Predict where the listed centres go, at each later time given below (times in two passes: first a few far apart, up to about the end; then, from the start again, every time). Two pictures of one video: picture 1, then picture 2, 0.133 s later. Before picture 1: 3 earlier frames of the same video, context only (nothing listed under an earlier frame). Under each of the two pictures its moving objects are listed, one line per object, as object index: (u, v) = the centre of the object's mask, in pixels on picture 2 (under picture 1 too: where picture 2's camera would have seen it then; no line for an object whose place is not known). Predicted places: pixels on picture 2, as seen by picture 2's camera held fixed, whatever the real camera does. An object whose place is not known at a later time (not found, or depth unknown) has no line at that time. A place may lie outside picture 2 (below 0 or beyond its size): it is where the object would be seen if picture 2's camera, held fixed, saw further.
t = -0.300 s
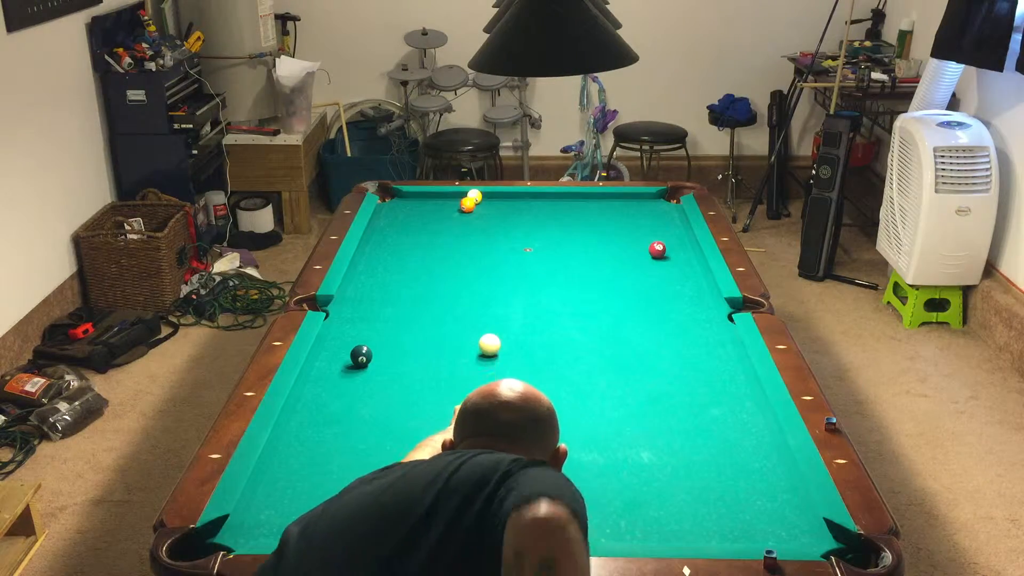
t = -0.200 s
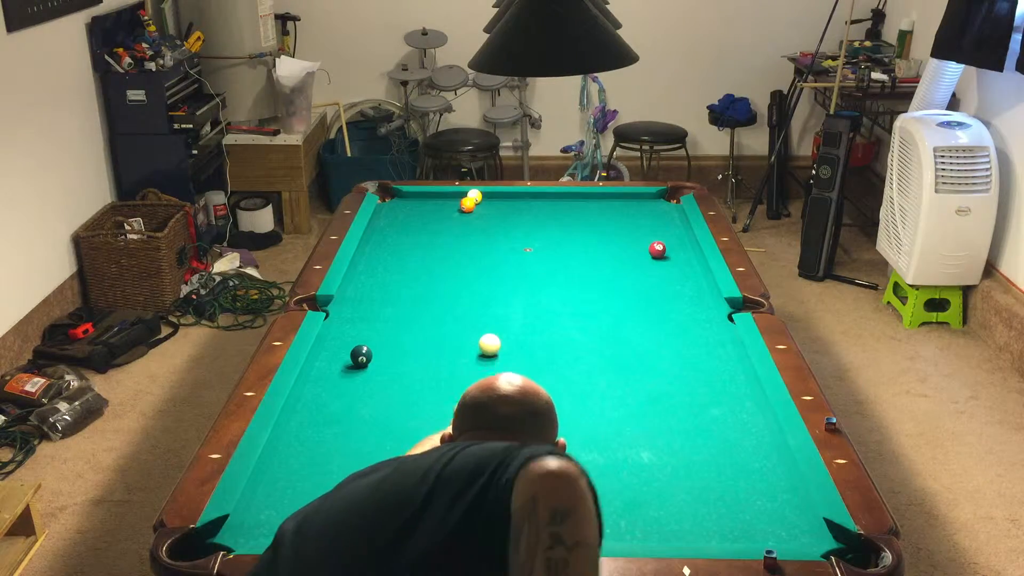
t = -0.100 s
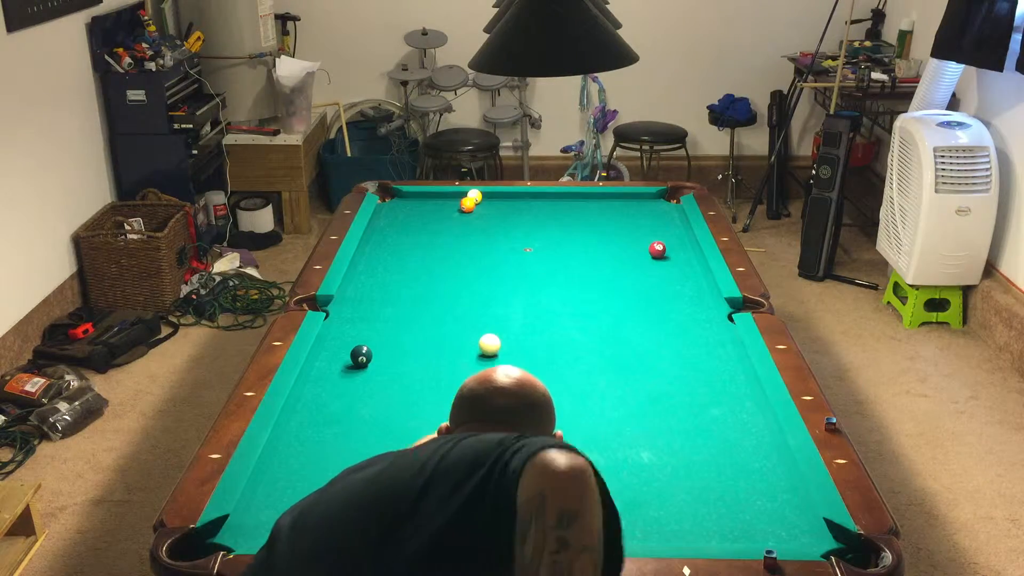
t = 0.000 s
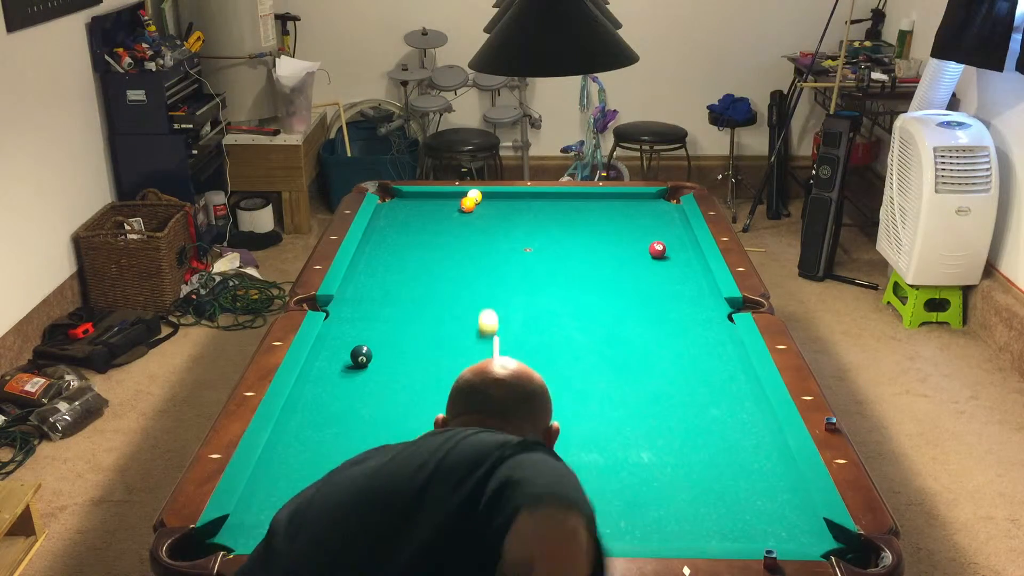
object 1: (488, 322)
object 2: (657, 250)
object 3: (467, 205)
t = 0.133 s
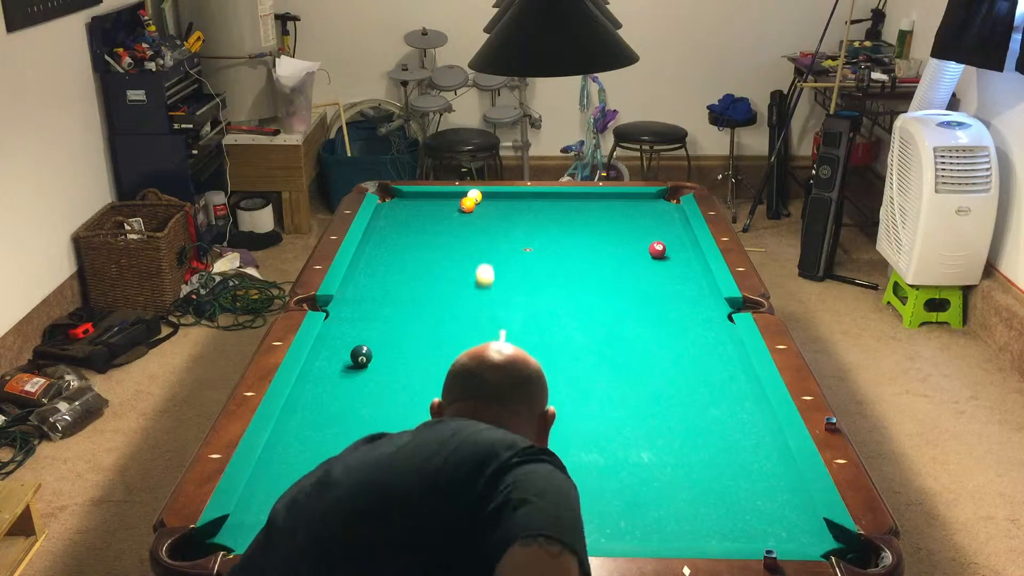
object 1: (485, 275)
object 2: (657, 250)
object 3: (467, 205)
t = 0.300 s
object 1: (482, 235)
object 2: (657, 250)
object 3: (467, 205)
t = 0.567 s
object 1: (491, 197)
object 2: (657, 250)
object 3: (459, 204)
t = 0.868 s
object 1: (549, 215)
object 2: (657, 250)
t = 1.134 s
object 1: (608, 236)
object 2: (657, 250)
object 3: (413, 199)
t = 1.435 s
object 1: (642, 259)
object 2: (690, 253)
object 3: (388, 198)
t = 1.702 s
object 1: (650, 277)
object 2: (670, 256)
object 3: (391, 196)
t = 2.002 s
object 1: (660, 300)
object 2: (639, 259)
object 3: (397, 194)
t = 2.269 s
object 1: (669, 320)
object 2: (614, 262)
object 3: (396, 194)
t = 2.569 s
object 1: (680, 345)
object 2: (588, 265)
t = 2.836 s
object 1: (691, 368)
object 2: (567, 267)
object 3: (395, 194)
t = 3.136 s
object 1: (704, 394)
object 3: (395, 194)
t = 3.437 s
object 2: (526, 272)
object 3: (395, 194)
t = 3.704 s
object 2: (511, 274)
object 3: (396, 194)
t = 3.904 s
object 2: (500, 275)
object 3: (395, 194)
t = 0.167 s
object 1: (484, 265)
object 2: (657, 250)
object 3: (467, 205)
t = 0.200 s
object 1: (484, 257)
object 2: (657, 250)
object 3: (467, 205)
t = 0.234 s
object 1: (483, 249)
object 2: (657, 250)
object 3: (467, 205)
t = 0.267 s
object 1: (483, 242)
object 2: (657, 250)
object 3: (467, 205)
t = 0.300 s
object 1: (482, 235)
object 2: (657, 250)
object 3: (467, 205)
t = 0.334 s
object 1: (482, 229)
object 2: (657, 250)
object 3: (467, 205)
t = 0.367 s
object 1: (482, 224)
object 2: (657, 250)
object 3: (467, 205)
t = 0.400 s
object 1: (482, 219)
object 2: (657, 250)
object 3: (467, 205)
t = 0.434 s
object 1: (482, 214)
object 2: (657, 250)
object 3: (467, 205)
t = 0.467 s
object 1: (482, 210)
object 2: (657, 250)
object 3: (467, 205)
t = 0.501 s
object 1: (483, 205)
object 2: (657, 250)
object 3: (466, 204)
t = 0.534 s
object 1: (487, 201)
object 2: (657, 250)
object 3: (462, 204)
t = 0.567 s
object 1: (491, 197)
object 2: (657, 250)
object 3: (459, 204)
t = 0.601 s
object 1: (495, 195)
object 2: (657, 250)
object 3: (456, 204)
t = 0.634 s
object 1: (502, 198)
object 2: (657, 250)
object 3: (453, 204)
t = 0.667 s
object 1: (509, 200)
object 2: (657, 250)
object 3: (450, 203)
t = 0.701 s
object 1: (515, 203)
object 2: (657, 250)
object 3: (447, 201)
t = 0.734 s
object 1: (522, 205)
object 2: (657, 250)
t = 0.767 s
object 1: (529, 208)
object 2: (657, 250)
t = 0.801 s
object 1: (535, 210)
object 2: (657, 250)
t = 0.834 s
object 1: (542, 213)
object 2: (657, 250)
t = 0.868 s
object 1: (549, 215)
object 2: (657, 250)
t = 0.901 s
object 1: (556, 218)
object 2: (657, 250)
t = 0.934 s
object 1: (563, 220)
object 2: (657, 250)
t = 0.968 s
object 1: (570, 223)
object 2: (657, 250)
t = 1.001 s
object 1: (578, 225)
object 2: (657, 250)
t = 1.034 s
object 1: (585, 228)
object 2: (657, 250)
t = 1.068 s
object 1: (593, 231)
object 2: (657, 250)
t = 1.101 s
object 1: (600, 233)
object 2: (657, 250)
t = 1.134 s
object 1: (608, 236)
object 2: (657, 250)
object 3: (413, 199)
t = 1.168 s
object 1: (616, 239)
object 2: (657, 250)
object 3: (408, 199)
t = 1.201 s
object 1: (623, 242)
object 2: (657, 250)
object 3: (404, 199)
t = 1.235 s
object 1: (631, 244)
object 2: (657, 250)
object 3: (402, 199)
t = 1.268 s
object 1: (638, 247)
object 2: (658, 250)
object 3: (400, 199)
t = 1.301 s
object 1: (639, 250)
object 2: (665, 251)
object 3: (397, 199)
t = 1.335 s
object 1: (640, 252)
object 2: (673, 251)
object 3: (395, 199)
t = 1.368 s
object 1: (640, 254)
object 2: (679, 252)
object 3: (393, 199)
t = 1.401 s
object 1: (641, 256)
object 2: (684, 253)
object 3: (390, 199)
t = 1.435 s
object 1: (642, 259)
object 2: (690, 253)
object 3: (388, 198)
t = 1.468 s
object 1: (643, 261)
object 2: (694, 254)
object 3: (387, 198)
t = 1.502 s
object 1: (644, 263)
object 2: (691, 254)
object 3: (387, 198)
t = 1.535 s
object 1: (645, 266)
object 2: (687, 254)
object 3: (388, 198)
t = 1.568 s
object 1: (646, 268)
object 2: (684, 255)
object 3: (388, 197)
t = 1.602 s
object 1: (647, 270)
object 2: (680, 255)
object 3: (389, 197)
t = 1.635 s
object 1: (648, 273)
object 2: (677, 256)
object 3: (389, 197)
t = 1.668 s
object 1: (649, 275)
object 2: (673, 256)
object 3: (390, 196)
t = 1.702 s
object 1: (650, 277)
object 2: (670, 256)
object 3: (391, 196)
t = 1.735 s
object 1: (651, 280)
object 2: (666, 256)
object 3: (392, 196)
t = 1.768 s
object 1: (652, 282)
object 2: (663, 257)
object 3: (393, 196)
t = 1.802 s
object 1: (653, 284)
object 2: (659, 257)
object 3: (393, 196)
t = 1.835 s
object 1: (655, 287)
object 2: (656, 258)
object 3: (393, 195)
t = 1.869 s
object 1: (656, 290)
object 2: (653, 258)
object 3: (394, 195)
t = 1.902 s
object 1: (657, 292)
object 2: (649, 258)
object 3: (395, 195)
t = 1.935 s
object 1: (658, 295)
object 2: (646, 259)
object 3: (395, 195)
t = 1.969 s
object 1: (659, 297)
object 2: (643, 259)
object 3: (396, 194)
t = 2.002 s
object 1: (660, 300)
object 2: (639, 259)
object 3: (397, 194)
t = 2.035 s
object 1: (661, 302)
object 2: (636, 260)
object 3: (397, 194)
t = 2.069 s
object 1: (662, 305)
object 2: (633, 260)
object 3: (397, 194)
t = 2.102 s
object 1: (663, 307)
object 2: (630, 260)
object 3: (397, 194)
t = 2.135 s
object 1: (665, 310)
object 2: (627, 261)
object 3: (397, 194)
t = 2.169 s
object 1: (666, 312)
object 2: (623, 261)
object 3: (397, 194)
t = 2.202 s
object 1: (667, 315)
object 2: (620, 261)
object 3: (397, 194)
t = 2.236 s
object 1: (668, 318)
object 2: (617, 262)
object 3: (396, 194)
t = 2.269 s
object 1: (669, 320)
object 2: (614, 262)
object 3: (396, 194)
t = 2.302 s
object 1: (671, 323)
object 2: (611, 262)
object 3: (396, 194)
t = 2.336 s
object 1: (672, 325)
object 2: (608, 263)
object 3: (396, 194)
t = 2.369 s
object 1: (673, 328)
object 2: (605, 263)
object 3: (396, 194)
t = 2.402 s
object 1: (674, 331)
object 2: (602, 263)
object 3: (396, 194)
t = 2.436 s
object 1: (675, 334)
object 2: (599, 263)
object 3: (396, 194)
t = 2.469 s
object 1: (676, 336)
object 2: (597, 264)
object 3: (398, 195)
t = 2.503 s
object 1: (678, 339)
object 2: (594, 264)
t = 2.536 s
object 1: (679, 342)
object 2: (591, 264)
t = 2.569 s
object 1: (680, 345)
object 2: (588, 265)
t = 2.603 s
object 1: (681, 347)
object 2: (585, 265)
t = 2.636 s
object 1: (683, 350)
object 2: (582, 265)
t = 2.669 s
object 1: (684, 353)
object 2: (580, 266)
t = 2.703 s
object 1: (685, 356)
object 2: (577, 266)
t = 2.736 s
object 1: (687, 359)
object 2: (575, 266)
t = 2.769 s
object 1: (688, 362)
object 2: (572, 267)
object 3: (395, 194)
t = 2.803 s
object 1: (689, 365)
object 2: (569, 267)
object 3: (395, 194)
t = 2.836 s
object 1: (691, 368)
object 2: (567, 267)
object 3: (395, 194)
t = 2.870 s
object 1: (692, 371)
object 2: (567, 268)
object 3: (395, 194)
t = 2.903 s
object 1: (694, 374)
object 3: (395, 194)
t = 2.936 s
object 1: (695, 377)
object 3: (395, 194)
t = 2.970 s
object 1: (696, 380)
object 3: (395, 194)
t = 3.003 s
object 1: (698, 382)
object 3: (395, 194)
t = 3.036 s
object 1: (699, 385)
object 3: (395, 194)
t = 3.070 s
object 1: (700, 388)
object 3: (395, 194)
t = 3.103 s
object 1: (702, 391)
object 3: (395, 194)
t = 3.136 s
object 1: (704, 394)
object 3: (395, 194)
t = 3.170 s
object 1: (707, 395)
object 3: (395, 194)
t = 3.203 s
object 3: (395, 194)
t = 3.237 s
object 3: (396, 194)
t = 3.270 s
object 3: (395, 194)
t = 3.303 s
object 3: (396, 194)
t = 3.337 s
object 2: (531, 268)
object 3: (395, 194)
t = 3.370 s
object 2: (530, 271)
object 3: (396, 194)
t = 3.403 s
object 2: (528, 271)
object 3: (396, 194)
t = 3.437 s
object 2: (526, 272)
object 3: (395, 194)
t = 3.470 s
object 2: (524, 272)
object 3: (395, 194)
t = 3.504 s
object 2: (522, 272)
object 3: (395, 194)
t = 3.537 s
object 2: (520, 272)
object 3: (395, 194)
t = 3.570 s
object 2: (518, 273)
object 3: (395, 194)
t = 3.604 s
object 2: (516, 273)
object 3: (395, 194)
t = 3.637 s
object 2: (514, 273)
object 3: (396, 194)
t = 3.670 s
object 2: (512, 273)
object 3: (396, 194)
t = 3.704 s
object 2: (511, 274)
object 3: (396, 194)
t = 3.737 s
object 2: (509, 274)
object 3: (395, 194)
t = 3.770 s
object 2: (507, 274)
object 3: (395, 194)
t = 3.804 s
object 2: (505, 274)
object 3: (395, 194)
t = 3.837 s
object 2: (504, 275)
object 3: (395, 194)
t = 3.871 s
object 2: (502, 275)
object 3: (396, 194)
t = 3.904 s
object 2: (500, 275)
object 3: (395, 194)
